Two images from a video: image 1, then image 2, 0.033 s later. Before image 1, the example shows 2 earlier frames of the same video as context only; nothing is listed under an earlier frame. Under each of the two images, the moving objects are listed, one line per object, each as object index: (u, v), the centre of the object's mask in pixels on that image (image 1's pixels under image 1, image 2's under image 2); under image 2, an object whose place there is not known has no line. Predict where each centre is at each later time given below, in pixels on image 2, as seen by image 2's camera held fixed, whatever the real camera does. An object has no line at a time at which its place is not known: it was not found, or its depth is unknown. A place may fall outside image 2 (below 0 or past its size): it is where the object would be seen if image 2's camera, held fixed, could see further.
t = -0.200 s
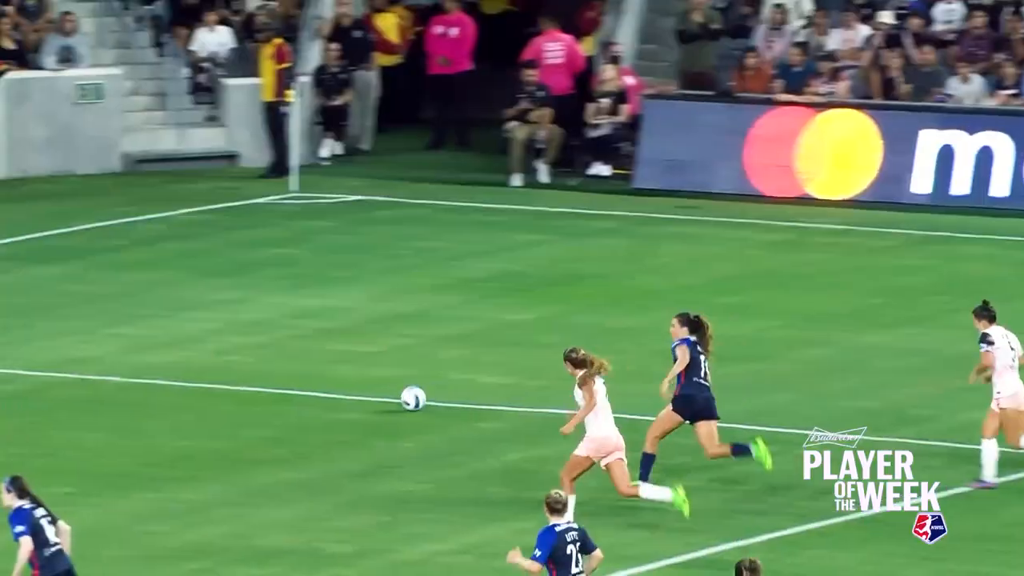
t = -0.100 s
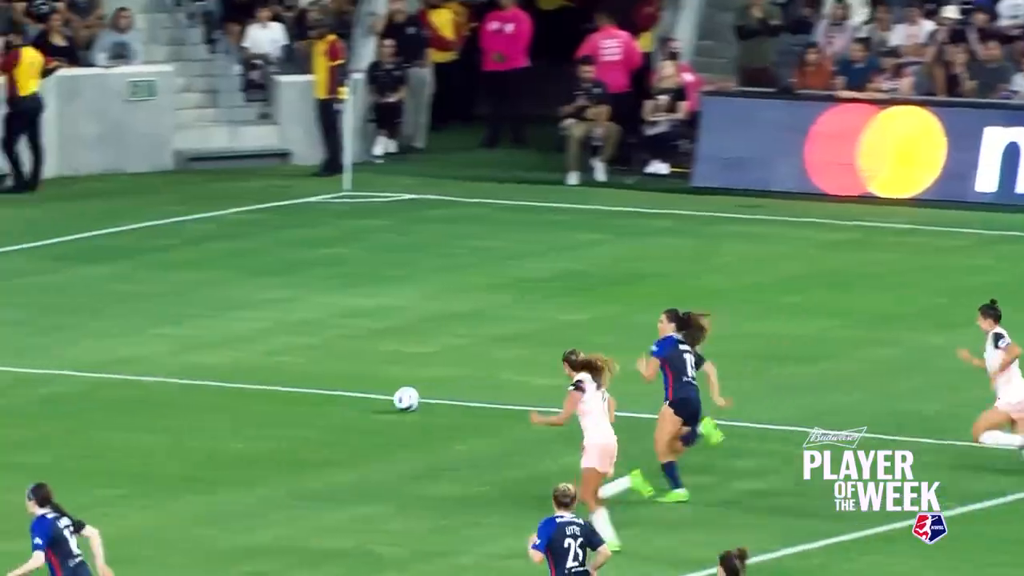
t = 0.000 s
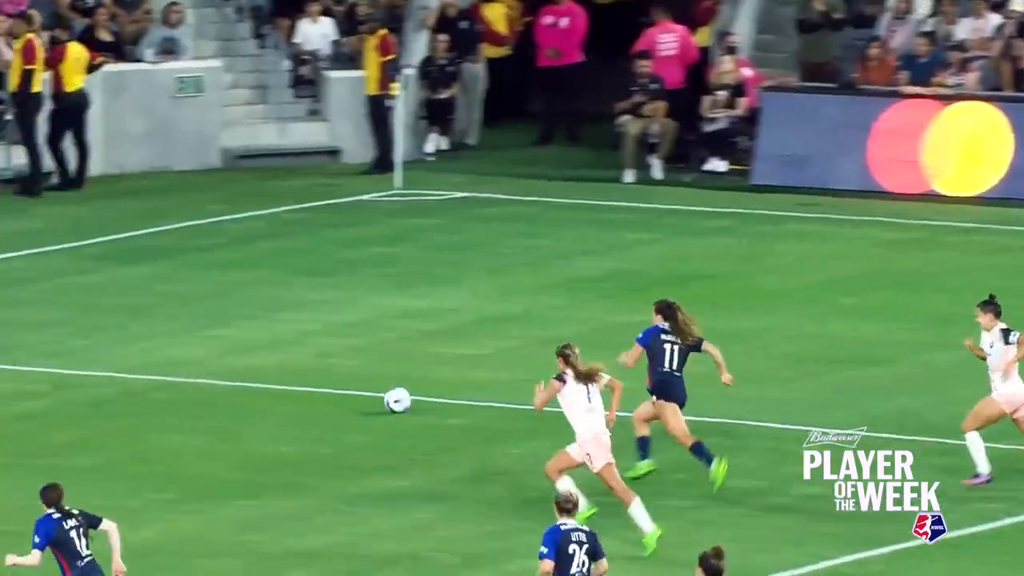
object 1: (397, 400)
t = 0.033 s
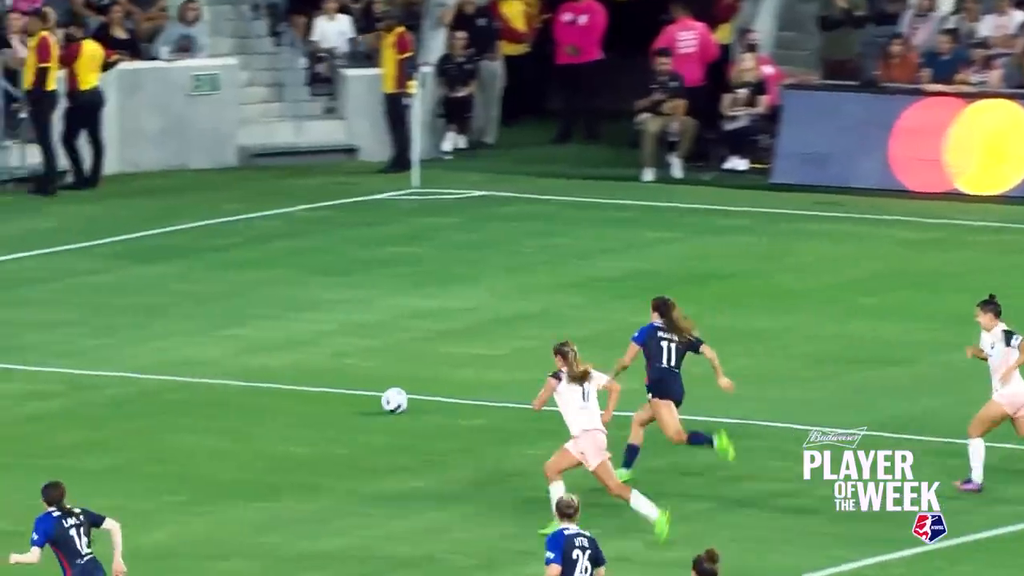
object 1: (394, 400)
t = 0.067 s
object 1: (374, 399)
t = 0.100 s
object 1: (355, 398)
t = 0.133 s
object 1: (336, 397)
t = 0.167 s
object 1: (317, 396)
